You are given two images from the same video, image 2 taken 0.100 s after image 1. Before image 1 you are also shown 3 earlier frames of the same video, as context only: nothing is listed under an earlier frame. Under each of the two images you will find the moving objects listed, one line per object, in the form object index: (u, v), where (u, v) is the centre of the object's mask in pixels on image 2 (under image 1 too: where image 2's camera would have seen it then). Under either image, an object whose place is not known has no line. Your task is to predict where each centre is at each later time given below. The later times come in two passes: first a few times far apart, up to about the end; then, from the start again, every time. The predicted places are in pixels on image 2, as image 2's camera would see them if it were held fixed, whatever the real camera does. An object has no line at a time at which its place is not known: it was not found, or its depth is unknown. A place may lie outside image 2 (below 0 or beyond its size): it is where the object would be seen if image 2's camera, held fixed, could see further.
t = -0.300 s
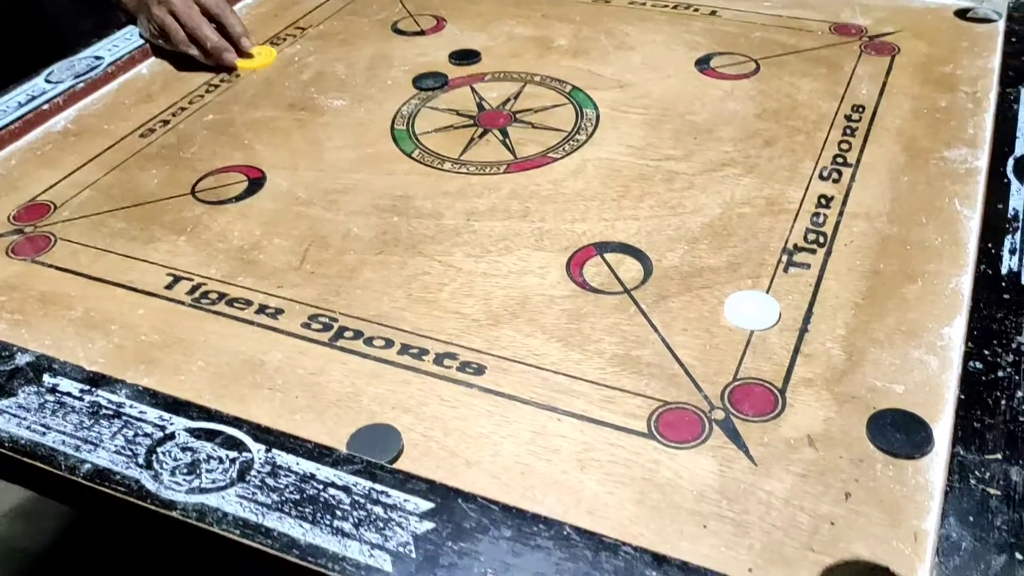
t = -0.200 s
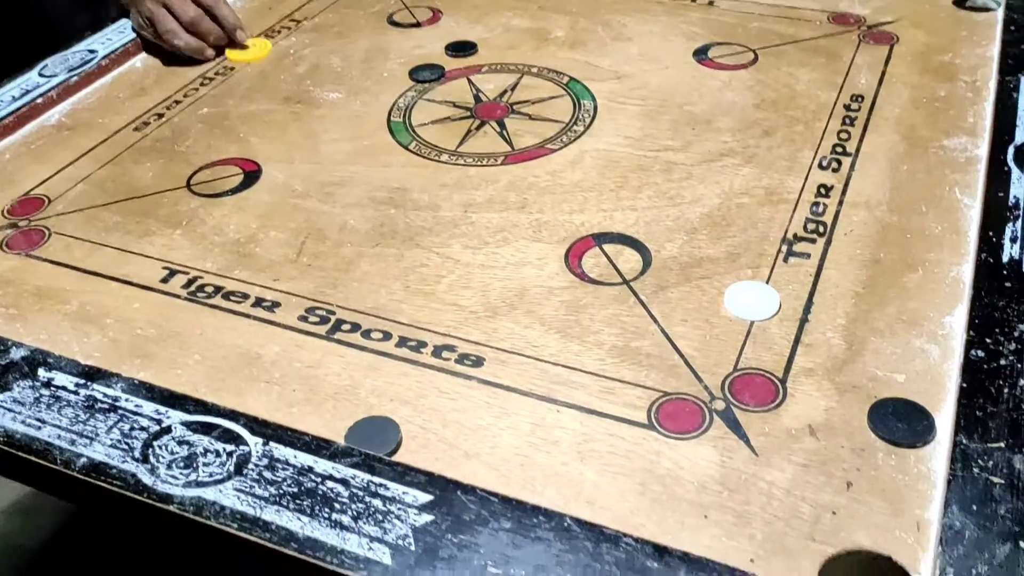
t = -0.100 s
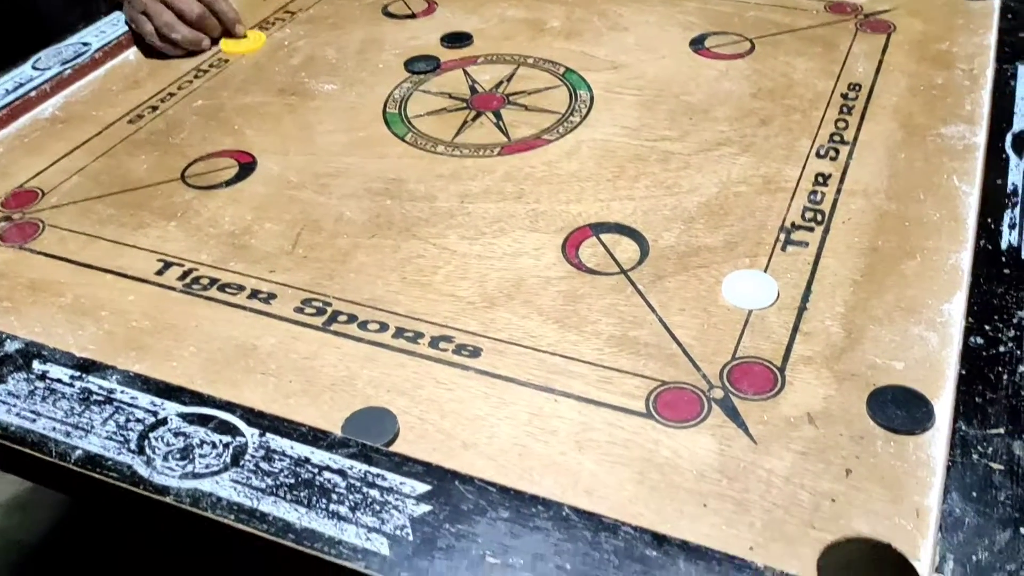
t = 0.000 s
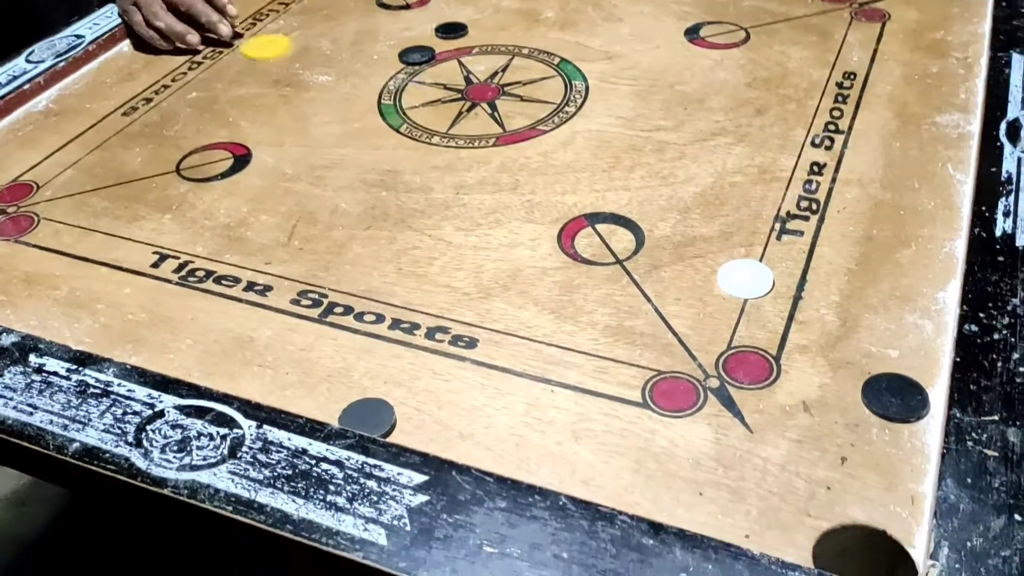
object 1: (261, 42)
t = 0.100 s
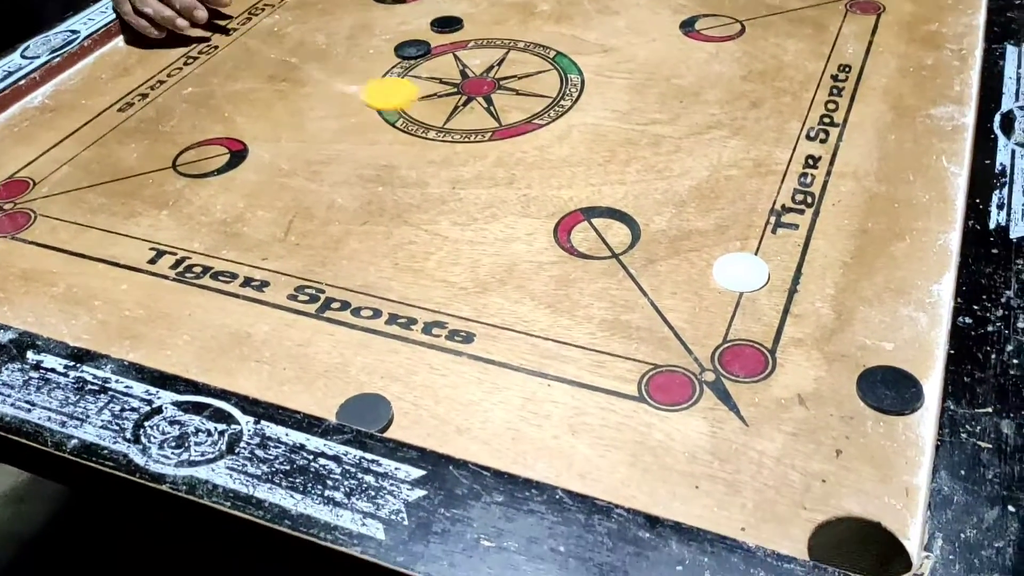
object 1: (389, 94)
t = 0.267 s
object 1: (651, 203)
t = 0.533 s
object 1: (907, 261)
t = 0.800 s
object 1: (908, 261)
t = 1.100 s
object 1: (908, 261)
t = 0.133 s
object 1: (439, 114)
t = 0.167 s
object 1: (485, 134)
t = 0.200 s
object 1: (539, 158)
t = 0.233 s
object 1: (591, 179)
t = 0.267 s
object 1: (651, 203)
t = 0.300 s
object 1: (707, 228)
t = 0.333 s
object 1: (755, 239)
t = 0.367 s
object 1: (802, 246)
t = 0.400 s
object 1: (842, 252)
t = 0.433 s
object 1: (882, 257)
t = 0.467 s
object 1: (913, 262)
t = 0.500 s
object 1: (908, 262)
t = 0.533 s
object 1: (907, 261)
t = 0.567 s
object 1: (908, 261)
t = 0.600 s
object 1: (907, 261)
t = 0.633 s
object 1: (907, 261)
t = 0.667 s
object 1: (908, 261)
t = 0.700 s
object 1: (907, 261)
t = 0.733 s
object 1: (908, 261)
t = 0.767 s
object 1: (908, 261)
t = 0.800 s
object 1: (908, 261)
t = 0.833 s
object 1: (908, 261)
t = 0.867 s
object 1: (908, 261)
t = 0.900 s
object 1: (907, 261)
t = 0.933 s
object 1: (907, 261)
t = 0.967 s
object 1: (907, 261)
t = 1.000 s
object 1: (908, 261)
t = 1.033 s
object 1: (908, 261)
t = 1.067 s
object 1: (907, 261)
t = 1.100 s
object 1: (908, 261)
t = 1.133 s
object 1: (908, 261)
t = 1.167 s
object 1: (908, 261)
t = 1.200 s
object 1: (908, 261)
